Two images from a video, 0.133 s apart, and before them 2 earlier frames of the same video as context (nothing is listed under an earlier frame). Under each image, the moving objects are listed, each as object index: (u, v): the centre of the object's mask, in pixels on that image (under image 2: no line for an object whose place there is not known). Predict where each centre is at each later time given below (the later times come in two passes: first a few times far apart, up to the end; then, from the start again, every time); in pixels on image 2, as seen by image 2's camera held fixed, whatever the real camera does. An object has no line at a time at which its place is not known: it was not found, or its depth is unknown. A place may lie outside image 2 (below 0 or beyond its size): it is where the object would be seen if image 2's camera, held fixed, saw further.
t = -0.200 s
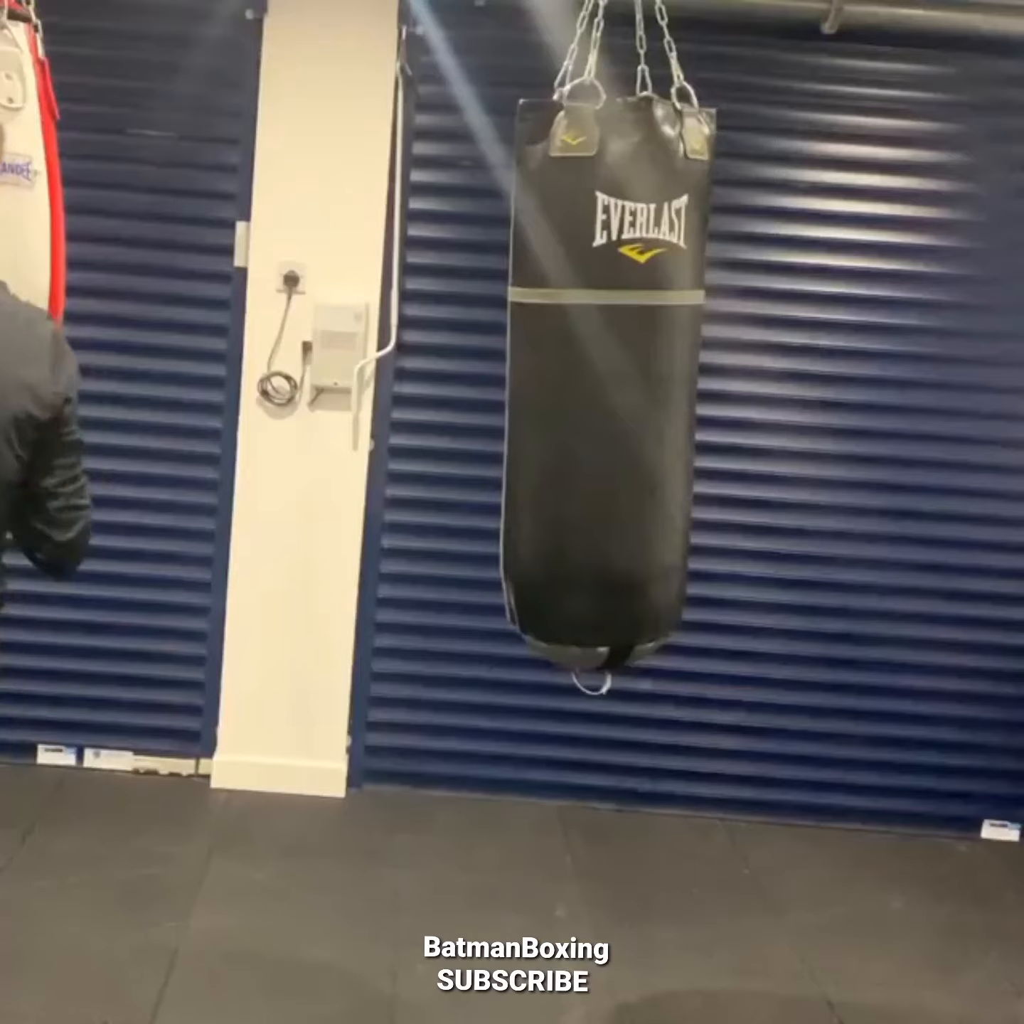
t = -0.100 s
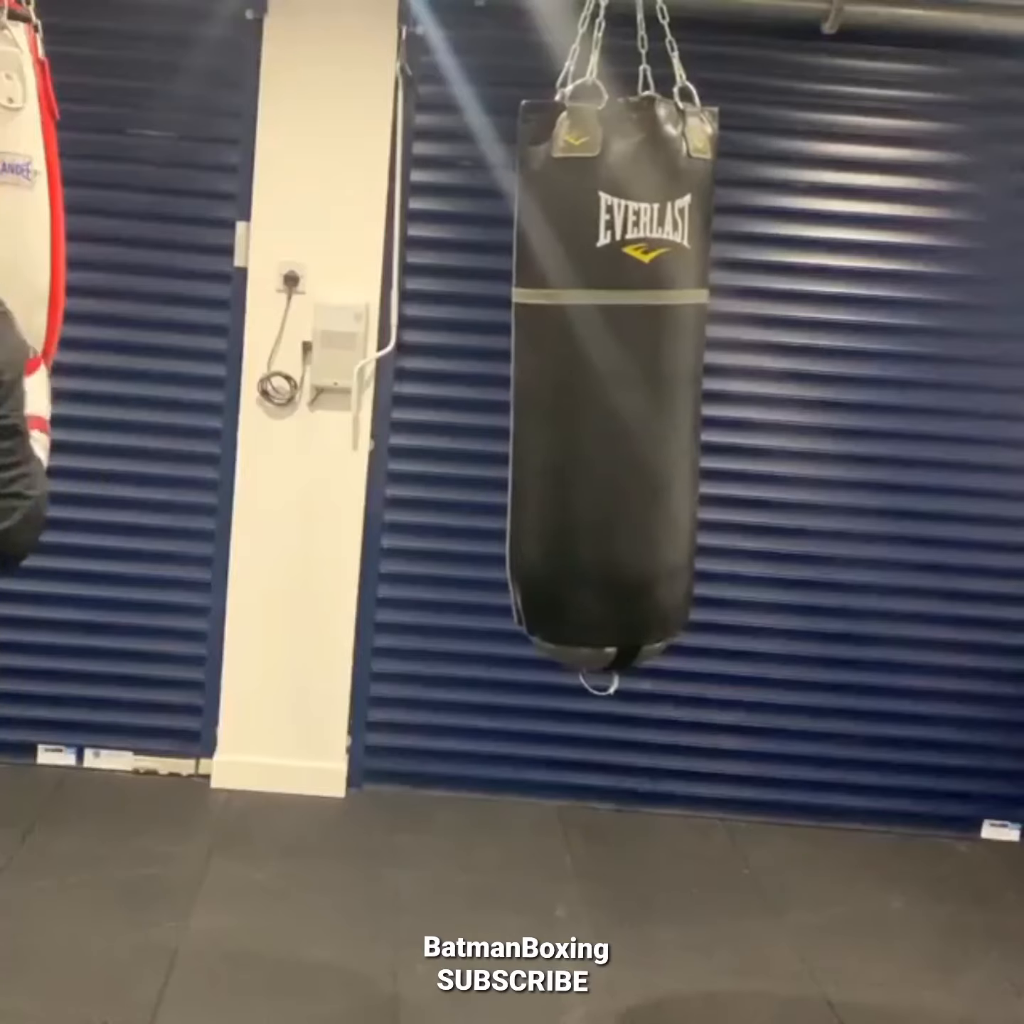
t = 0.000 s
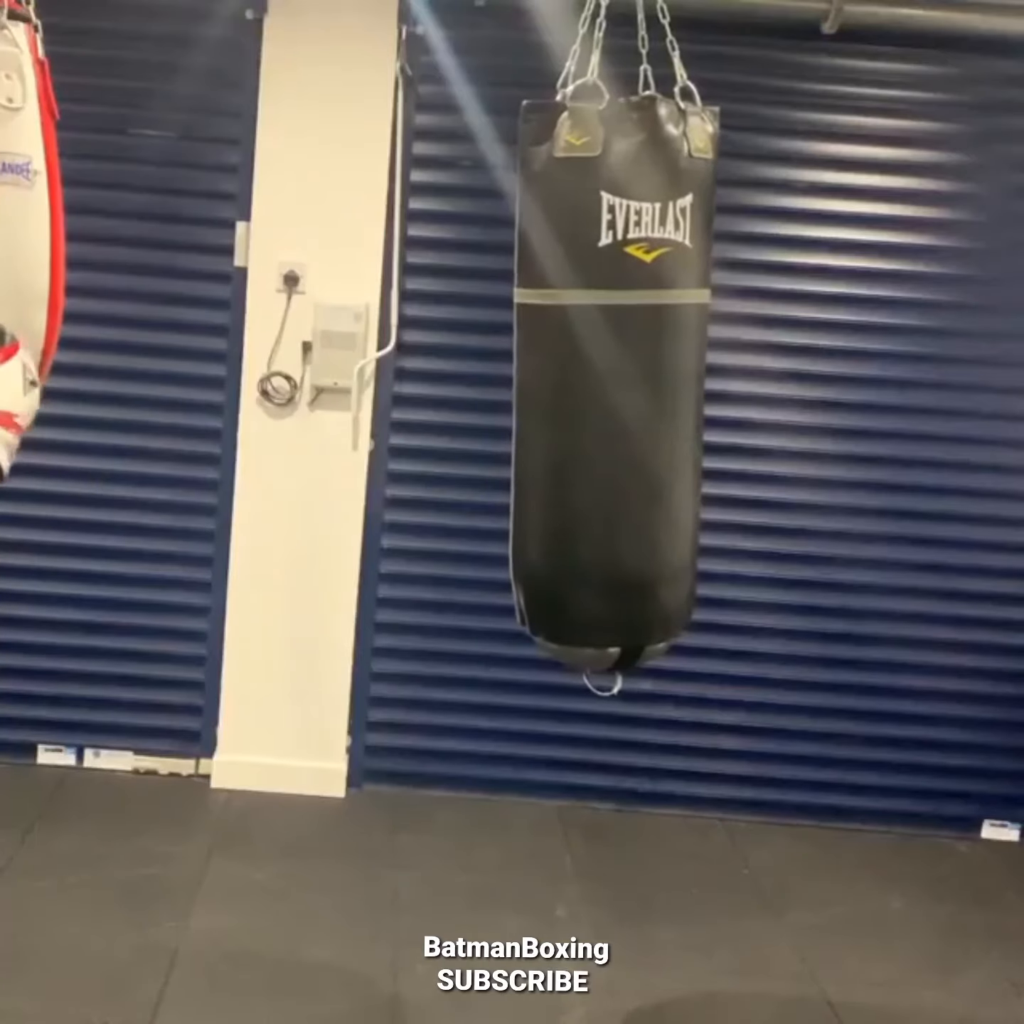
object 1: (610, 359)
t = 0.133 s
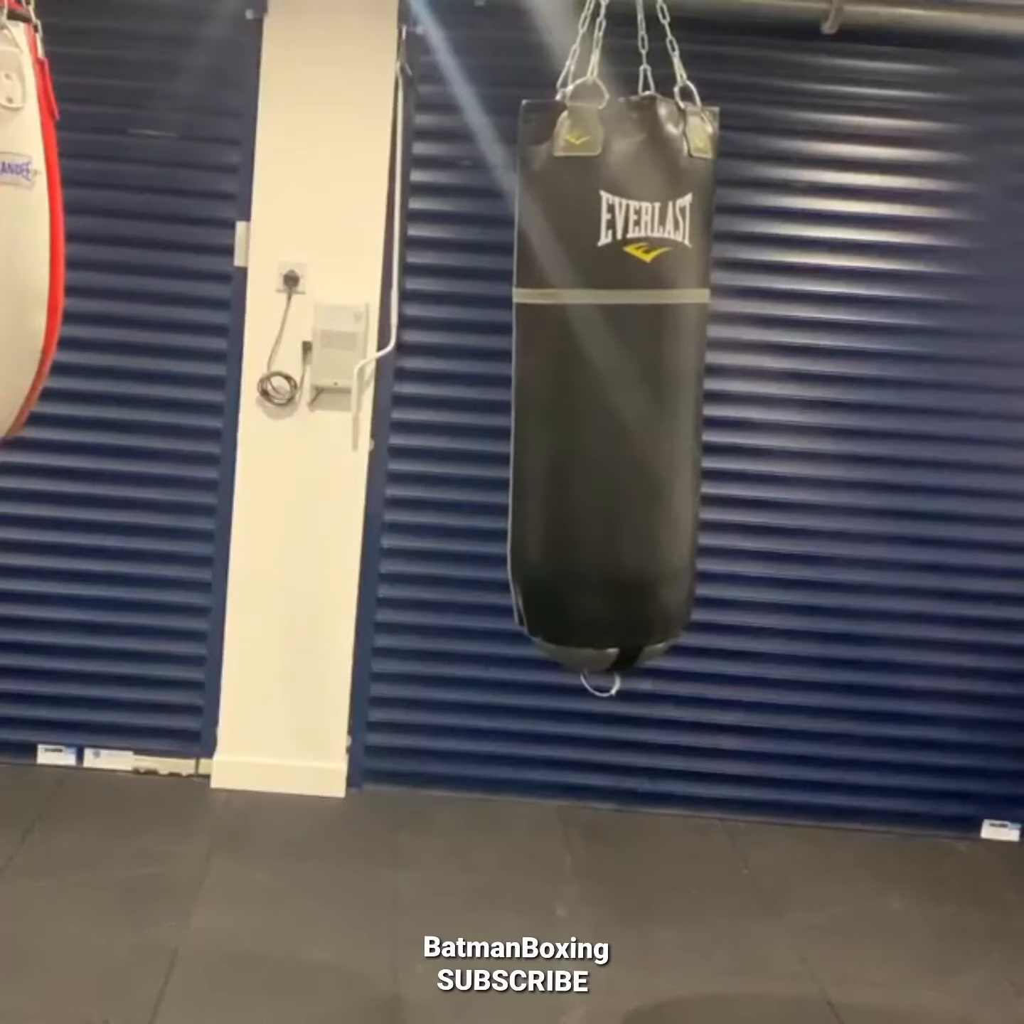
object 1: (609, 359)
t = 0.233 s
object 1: (606, 360)
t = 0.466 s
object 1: (590, 362)
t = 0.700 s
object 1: (569, 362)
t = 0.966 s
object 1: (550, 360)
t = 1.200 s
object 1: (546, 356)
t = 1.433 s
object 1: (555, 359)
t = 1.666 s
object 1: (574, 357)
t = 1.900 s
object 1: (595, 358)
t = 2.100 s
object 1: (608, 359)
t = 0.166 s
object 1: (609, 359)
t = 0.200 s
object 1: (608, 360)
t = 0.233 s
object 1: (606, 360)
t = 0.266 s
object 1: (605, 361)
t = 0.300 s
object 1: (602, 361)
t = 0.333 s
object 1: (601, 360)
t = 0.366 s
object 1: (598, 363)
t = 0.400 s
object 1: (595, 363)
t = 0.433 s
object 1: (593, 361)
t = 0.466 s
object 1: (590, 362)
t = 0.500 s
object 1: (587, 364)
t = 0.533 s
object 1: (584, 362)
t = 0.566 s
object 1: (581, 361)
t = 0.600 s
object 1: (578, 361)
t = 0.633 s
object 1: (574, 361)
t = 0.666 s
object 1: (572, 359)
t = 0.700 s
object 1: (569, 362)
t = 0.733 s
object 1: (565, 359)
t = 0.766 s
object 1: (563, 359)
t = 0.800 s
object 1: (560, 358)
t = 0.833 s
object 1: (557, 358)
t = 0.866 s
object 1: (555, 357)
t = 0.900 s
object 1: (553, 357)
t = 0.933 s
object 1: (551, 357)
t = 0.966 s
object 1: (550, 360)
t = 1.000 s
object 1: (548, 356)
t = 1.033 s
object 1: (547, 359)
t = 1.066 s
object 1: (546, 357)
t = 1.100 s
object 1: (546, 356)
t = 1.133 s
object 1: (546, 359)
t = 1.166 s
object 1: (546, 356)
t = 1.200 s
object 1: (546, 356)
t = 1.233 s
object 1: (546, 359)
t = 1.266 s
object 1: (547, 356)
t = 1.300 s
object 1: (548, 358)
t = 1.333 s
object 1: (550, 356)
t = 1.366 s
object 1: (551, 358)
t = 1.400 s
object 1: (553, 356)
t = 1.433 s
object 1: (555, 359)
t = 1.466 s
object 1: (557, 356)
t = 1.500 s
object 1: (559, 356)
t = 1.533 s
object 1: (563, 356)
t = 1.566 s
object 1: (565, 356)
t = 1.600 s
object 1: (568, 356)
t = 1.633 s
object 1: (572, 357)
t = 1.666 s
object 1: (574, 357)
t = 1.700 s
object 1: (578, 358)
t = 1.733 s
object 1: (580, 357)
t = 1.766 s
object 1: (584, 361)
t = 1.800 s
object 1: (587, 360)
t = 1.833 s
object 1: (590, 359)
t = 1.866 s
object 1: (592, 361)
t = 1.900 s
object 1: (595, 358)
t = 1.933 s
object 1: (597, 360)
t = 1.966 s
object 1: (600, 358)
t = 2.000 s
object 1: (602, 359)
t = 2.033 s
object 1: (605, 360)
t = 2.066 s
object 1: (605, 359)
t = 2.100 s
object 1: (608, 359)
